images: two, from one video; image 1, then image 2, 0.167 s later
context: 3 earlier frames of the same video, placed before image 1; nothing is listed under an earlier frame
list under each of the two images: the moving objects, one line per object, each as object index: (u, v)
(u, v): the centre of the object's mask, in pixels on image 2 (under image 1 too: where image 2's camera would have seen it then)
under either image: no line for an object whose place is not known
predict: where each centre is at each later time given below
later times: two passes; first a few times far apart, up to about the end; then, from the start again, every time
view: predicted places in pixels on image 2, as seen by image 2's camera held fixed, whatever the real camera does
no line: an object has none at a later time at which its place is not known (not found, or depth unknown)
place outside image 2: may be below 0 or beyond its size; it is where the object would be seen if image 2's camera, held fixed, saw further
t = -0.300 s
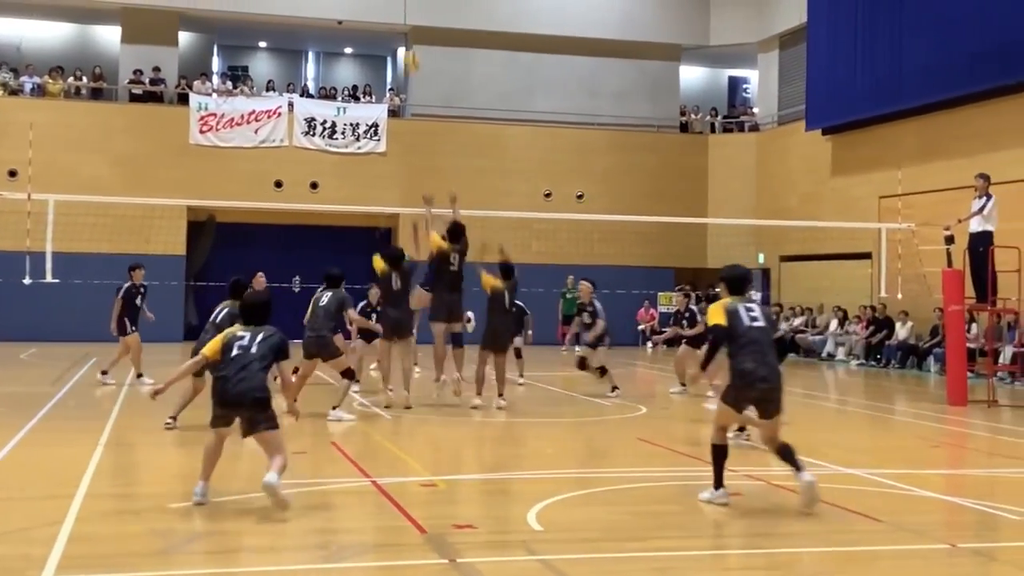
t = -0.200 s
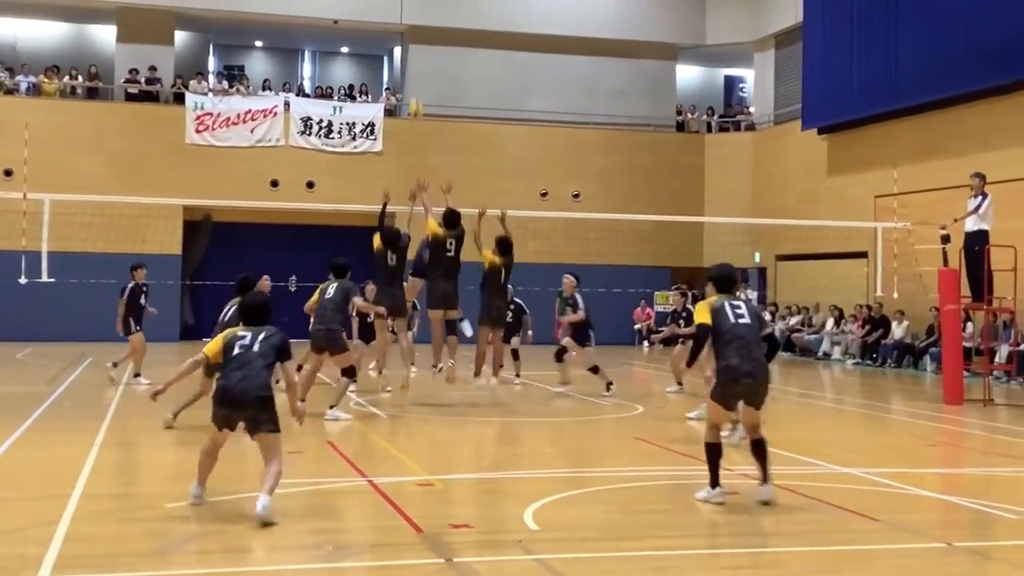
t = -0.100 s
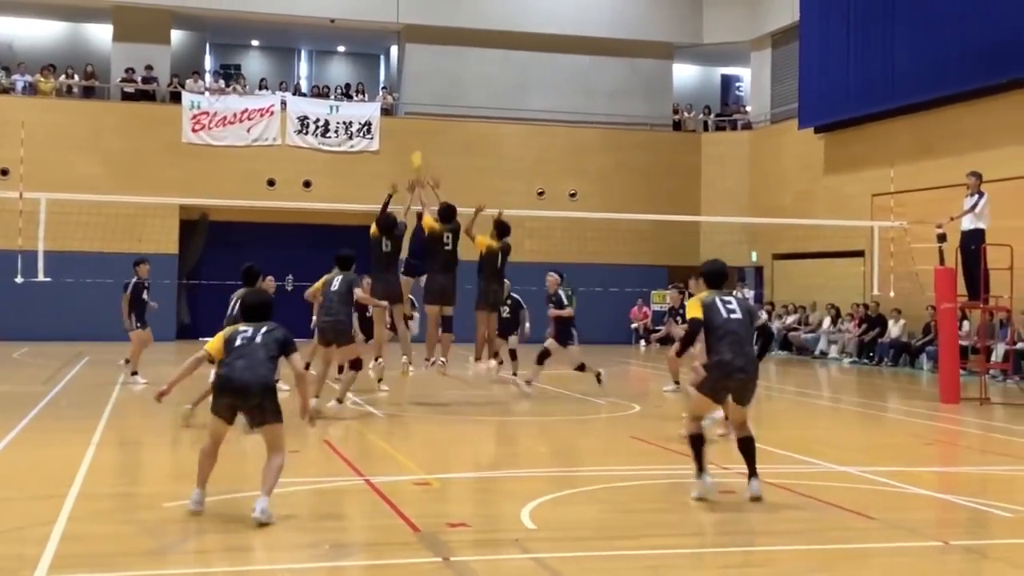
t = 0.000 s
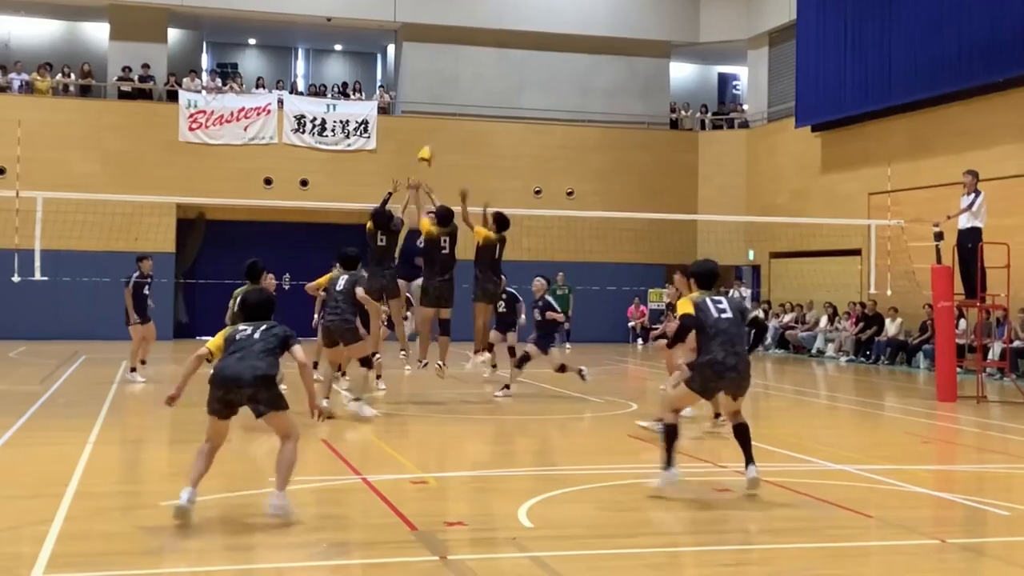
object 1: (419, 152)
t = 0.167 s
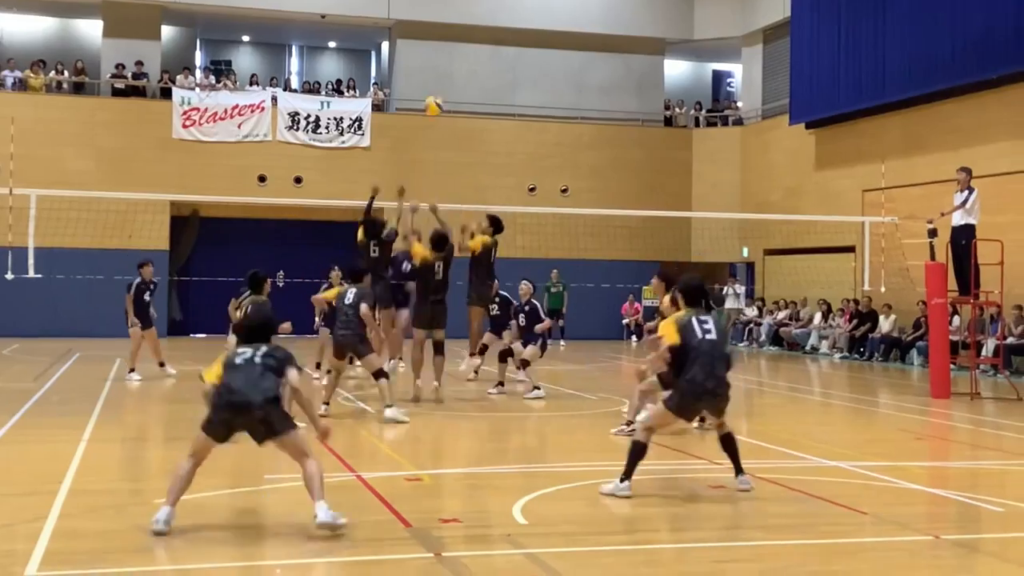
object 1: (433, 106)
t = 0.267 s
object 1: (442, 88)
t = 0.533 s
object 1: (469, 87)
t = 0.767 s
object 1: (498, 156)
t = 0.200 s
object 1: (436, 99)
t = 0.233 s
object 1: (439, 93)
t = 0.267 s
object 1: (442, 88)
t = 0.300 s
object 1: (445, 84)
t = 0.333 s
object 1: (448, 82)
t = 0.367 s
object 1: (451, 80)
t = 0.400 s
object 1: (455, 79)
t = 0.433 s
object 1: (458, 80)
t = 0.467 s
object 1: (461, 81)
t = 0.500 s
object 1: (466, 83)
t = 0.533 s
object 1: (469, 87)
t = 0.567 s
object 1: (473, 93)
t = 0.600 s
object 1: (476, 99)
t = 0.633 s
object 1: (481, 107)
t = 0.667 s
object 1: (485, 118)
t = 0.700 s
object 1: (490, 130)
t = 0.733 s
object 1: (494, 141)
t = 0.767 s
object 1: (498, 156)
